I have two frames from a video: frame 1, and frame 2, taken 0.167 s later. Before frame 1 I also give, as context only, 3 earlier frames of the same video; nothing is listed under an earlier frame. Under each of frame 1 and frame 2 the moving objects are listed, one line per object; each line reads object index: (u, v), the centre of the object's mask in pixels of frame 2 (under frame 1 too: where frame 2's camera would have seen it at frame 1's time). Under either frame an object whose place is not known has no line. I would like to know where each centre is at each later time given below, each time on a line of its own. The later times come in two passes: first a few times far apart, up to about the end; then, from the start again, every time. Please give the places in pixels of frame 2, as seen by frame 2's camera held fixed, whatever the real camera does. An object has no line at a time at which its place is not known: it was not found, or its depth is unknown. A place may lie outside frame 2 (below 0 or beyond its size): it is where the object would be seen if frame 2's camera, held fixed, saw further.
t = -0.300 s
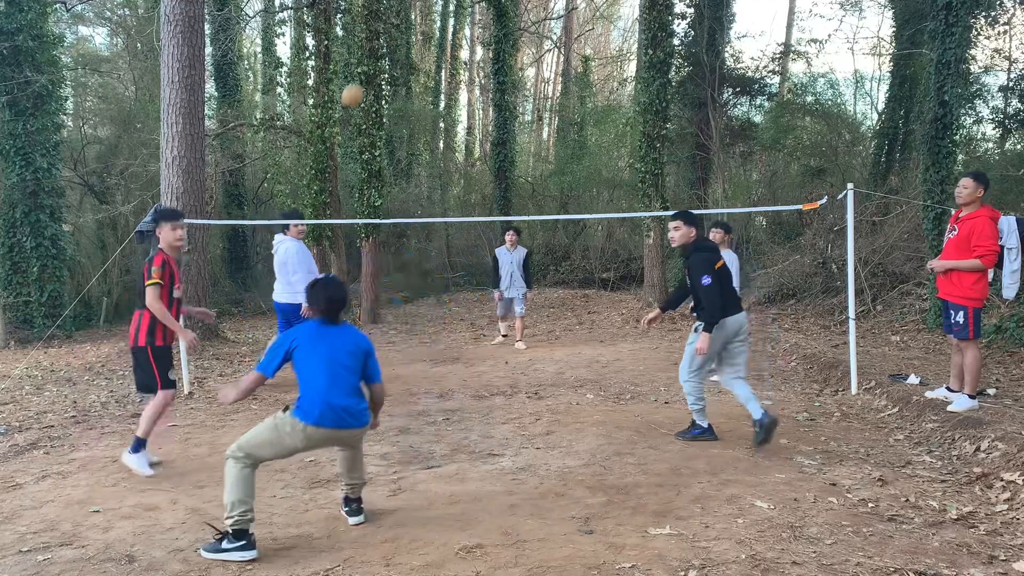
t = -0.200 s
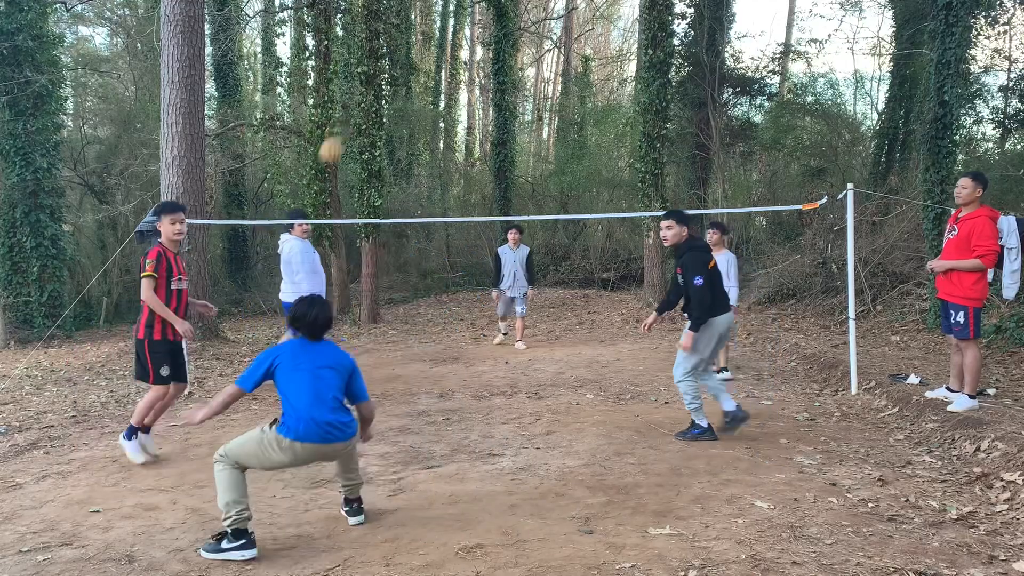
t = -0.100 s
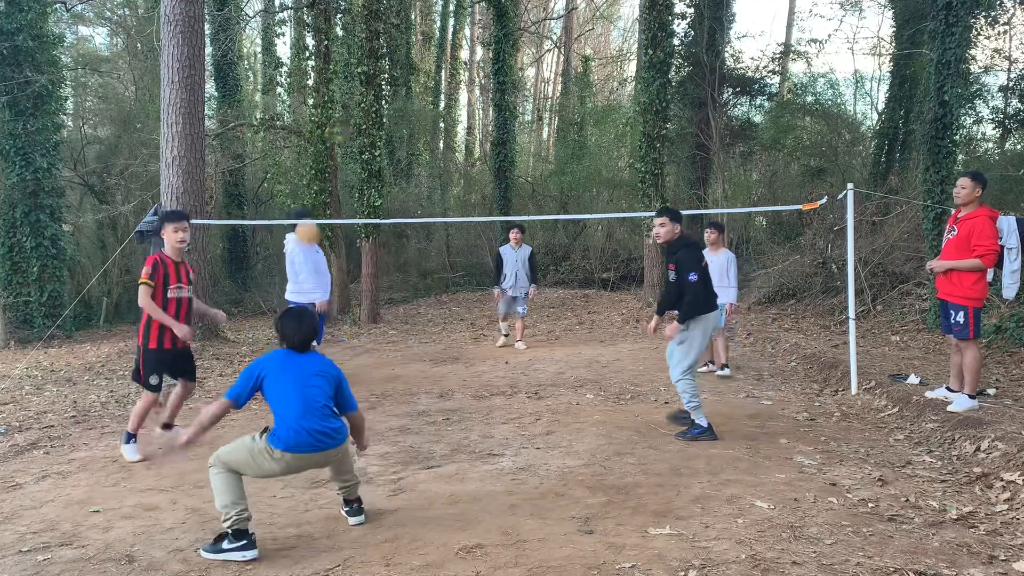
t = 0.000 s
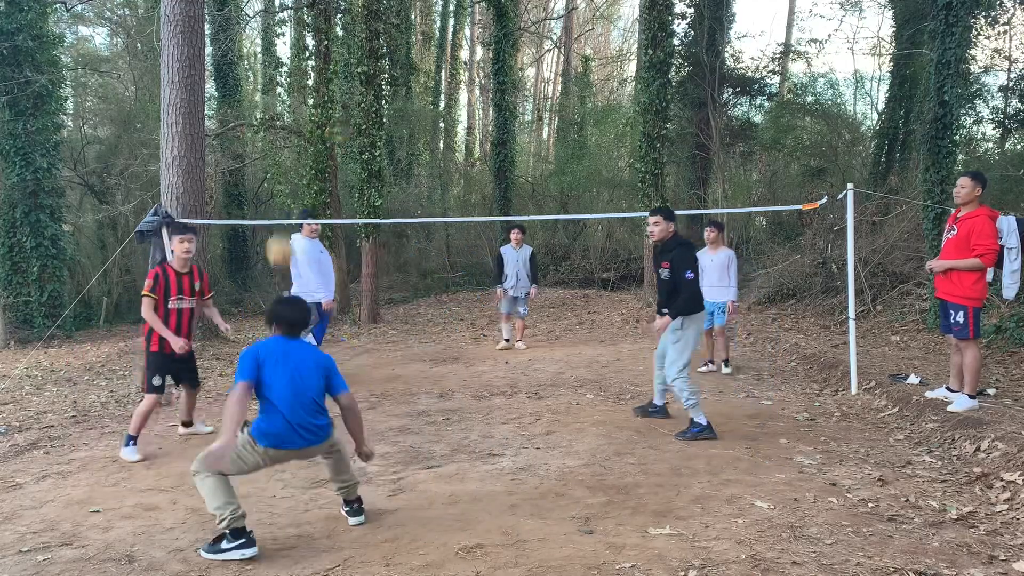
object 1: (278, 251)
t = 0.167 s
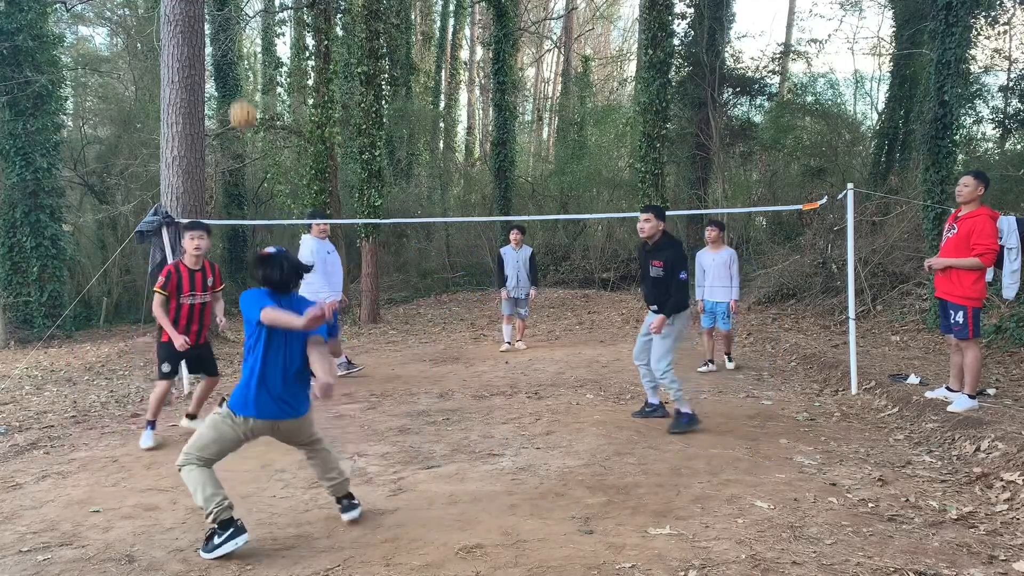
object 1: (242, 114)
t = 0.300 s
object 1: (215, 48)
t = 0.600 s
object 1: (158, 27)
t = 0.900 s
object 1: (110, 163)
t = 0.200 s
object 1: (235, 95)
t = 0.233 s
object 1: (229, 75)
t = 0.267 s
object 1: (223, 63)
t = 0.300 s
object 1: (215, 48)
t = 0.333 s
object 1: (208, 38)
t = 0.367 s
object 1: (201, 30)
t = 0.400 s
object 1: (194, 21)
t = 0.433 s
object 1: (189, 18)
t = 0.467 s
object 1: (183, 16)
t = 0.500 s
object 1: (177, 17)
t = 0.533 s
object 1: (170, 18)
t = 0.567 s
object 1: (164, 21)
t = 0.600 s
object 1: (158, 27)
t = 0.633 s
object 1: (152, 36)
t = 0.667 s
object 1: (146, 45)
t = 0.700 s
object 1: (141, 56)
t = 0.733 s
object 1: (136, 69)
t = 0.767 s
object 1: (131, 85)
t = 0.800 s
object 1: (124, 105)
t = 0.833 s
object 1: (121, 121)
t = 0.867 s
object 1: (116, 141)
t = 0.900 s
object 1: (110, 163)
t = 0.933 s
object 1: (107, 188)
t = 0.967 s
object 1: (102, 213)
